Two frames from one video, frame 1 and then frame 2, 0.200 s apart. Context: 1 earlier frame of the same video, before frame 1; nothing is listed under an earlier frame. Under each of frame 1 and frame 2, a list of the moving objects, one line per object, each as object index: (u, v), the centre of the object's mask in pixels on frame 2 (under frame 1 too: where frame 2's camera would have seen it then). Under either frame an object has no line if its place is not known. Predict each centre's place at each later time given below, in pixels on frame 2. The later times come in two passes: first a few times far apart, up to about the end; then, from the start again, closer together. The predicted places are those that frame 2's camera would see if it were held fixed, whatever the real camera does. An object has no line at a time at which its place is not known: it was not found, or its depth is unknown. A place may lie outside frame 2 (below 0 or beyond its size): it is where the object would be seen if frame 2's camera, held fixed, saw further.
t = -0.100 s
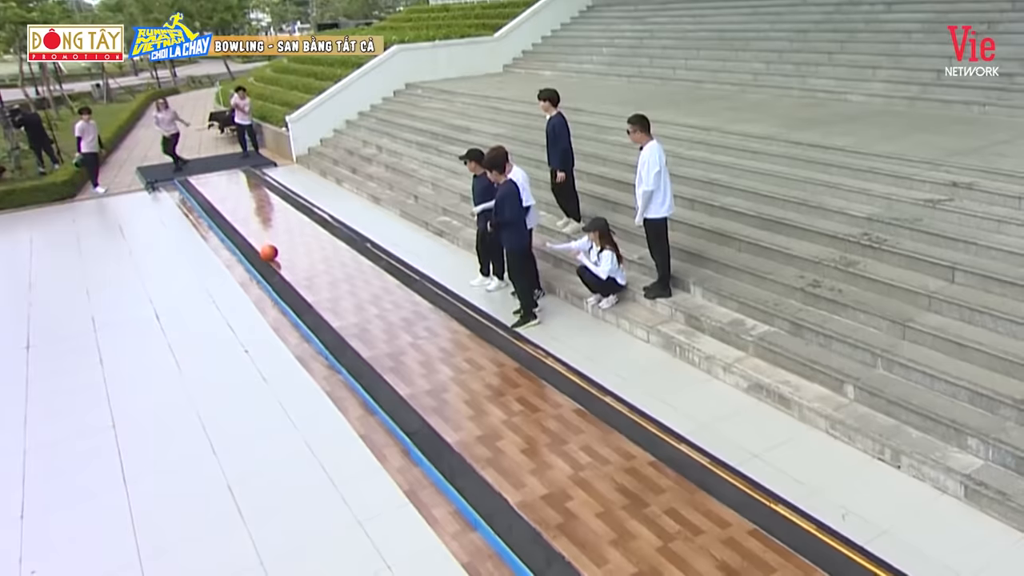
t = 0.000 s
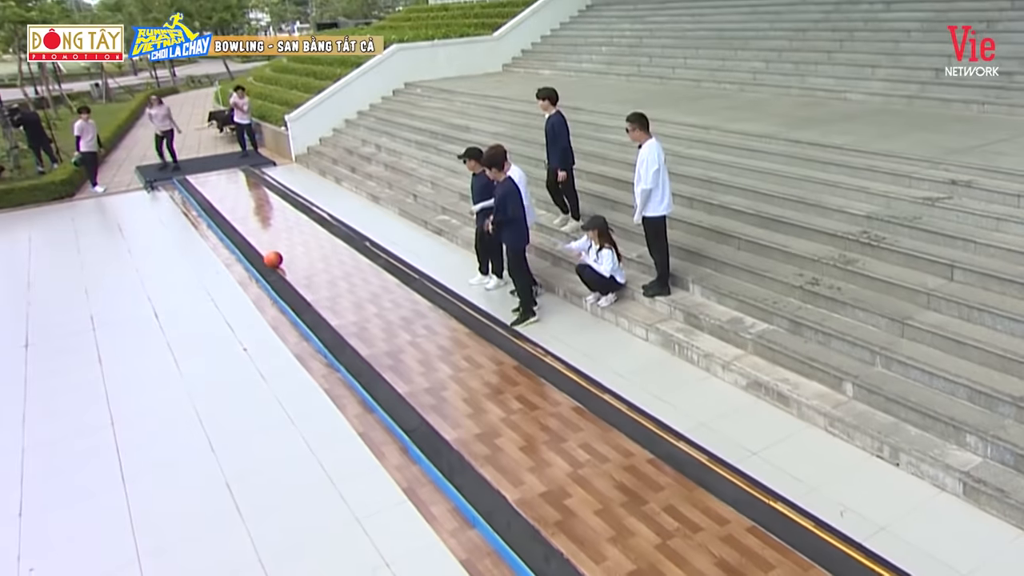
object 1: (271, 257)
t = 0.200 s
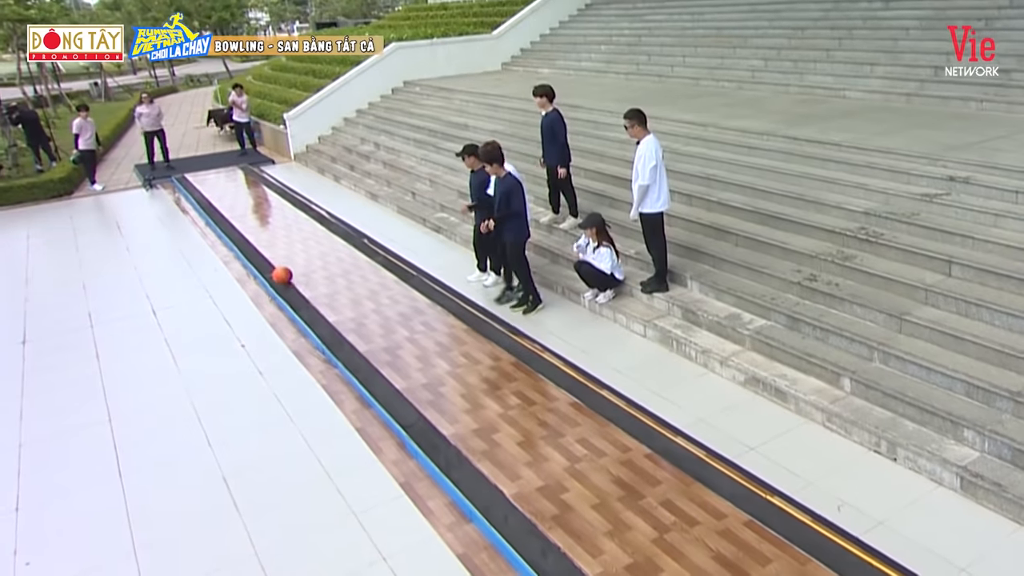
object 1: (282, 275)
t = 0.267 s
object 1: (284, 285)
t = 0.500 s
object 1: (305, 307)
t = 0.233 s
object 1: (283, 279)
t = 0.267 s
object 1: (284, 285)
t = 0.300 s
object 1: (286, 290)
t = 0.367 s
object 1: (292, 294)
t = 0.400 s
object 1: (296, 296)
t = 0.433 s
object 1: (300, 300)
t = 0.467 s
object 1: (303, 303)
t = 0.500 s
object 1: (305, 307)
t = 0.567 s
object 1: (311, 314)
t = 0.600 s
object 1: (315, 317)
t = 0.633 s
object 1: (318, 319)
